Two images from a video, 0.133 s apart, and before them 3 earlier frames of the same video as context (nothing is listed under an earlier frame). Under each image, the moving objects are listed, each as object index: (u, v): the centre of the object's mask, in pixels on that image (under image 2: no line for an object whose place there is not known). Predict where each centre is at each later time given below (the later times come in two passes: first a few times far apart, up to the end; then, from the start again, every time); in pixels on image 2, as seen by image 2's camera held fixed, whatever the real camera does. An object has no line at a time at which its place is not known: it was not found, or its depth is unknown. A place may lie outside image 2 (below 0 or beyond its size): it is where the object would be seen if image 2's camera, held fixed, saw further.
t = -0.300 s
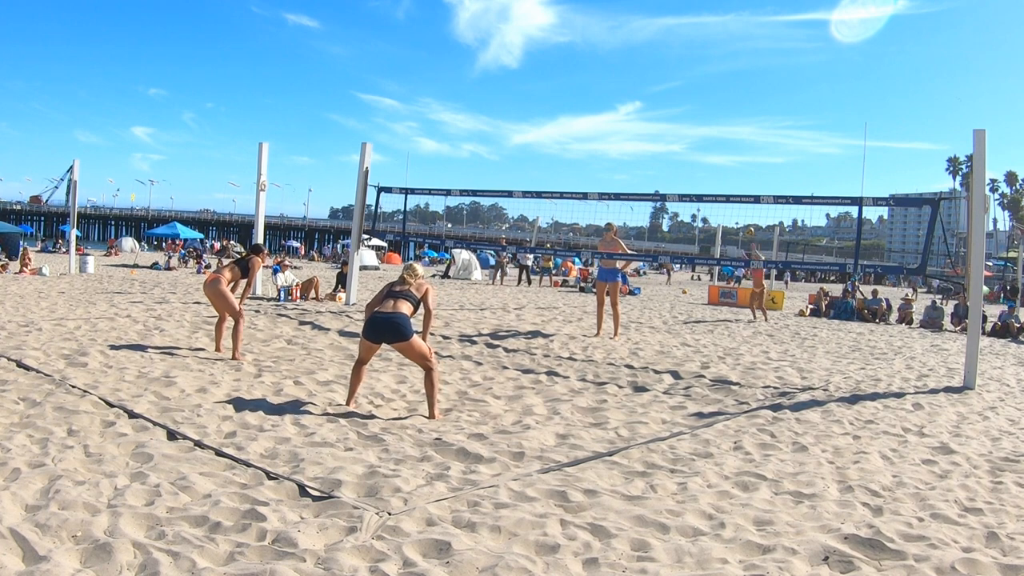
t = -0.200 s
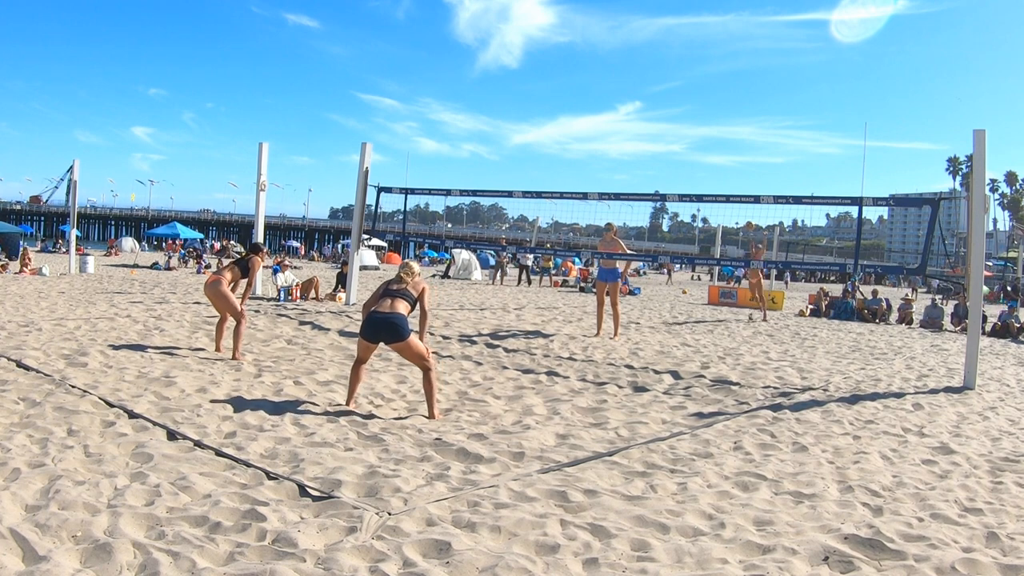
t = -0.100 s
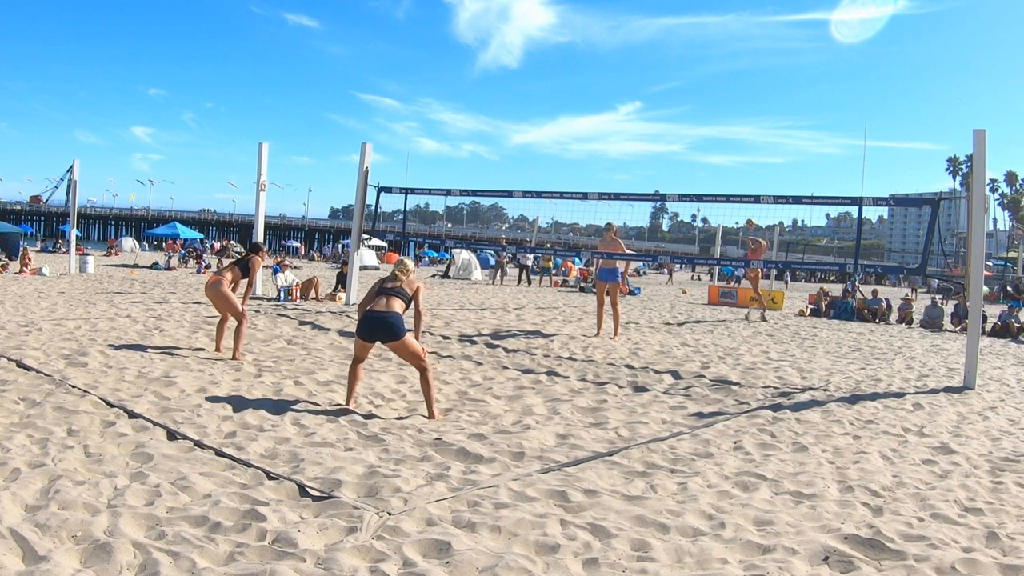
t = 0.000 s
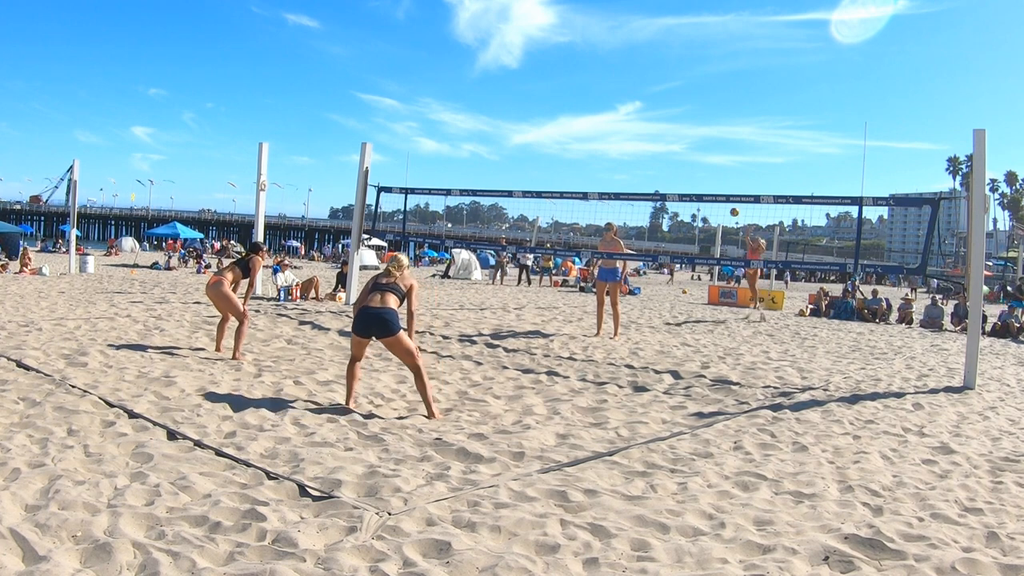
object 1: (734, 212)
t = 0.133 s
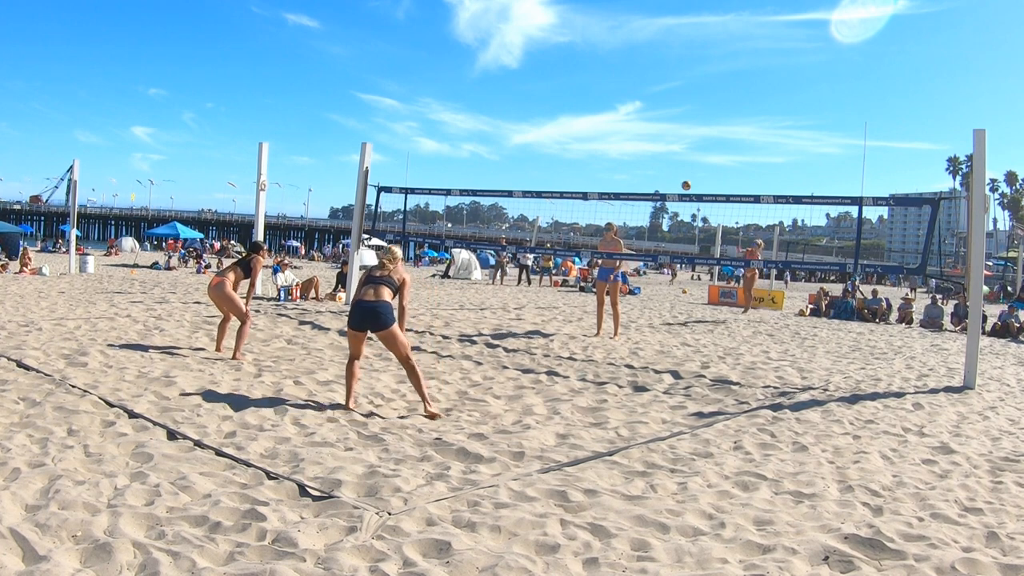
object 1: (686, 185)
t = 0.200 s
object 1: (659, 174)
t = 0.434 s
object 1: (551, 154)
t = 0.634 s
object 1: (443, 156)
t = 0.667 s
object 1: (424, 159)
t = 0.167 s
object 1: (673, 180)
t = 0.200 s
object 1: (659, 174)
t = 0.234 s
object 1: (645, 171)
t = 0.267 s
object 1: (631, 166)
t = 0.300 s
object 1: (616, 163)
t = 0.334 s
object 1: (600, 160)
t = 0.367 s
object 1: (584, 157)
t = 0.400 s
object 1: (568, 155)
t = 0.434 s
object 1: (551, 154)
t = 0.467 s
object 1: (534, 153)
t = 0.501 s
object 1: (517, 152)
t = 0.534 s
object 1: (499, 152)
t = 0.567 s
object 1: (480, 153)
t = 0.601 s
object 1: (462, 154)
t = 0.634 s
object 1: (443, 156)
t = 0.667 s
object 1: (424, 159)
